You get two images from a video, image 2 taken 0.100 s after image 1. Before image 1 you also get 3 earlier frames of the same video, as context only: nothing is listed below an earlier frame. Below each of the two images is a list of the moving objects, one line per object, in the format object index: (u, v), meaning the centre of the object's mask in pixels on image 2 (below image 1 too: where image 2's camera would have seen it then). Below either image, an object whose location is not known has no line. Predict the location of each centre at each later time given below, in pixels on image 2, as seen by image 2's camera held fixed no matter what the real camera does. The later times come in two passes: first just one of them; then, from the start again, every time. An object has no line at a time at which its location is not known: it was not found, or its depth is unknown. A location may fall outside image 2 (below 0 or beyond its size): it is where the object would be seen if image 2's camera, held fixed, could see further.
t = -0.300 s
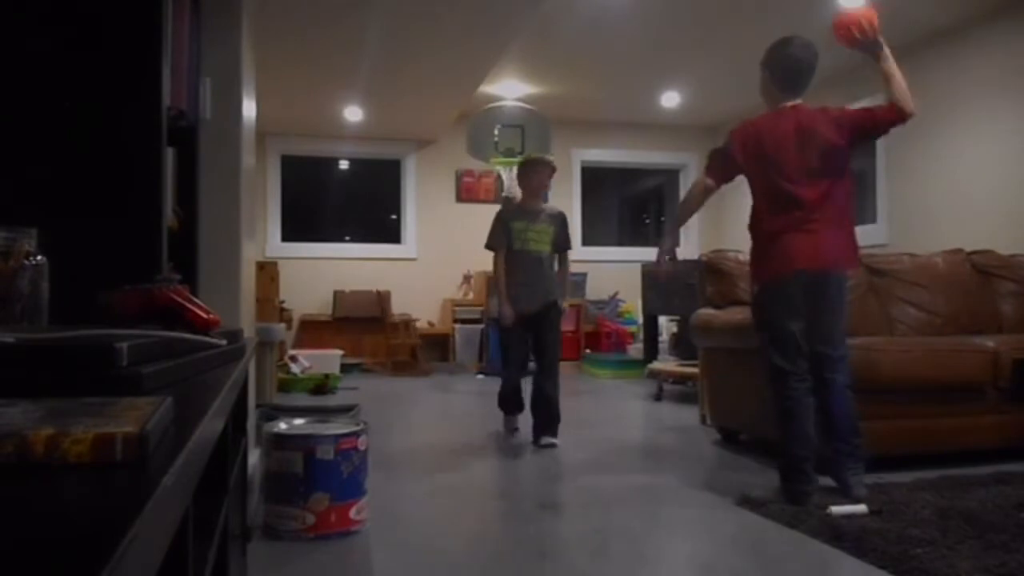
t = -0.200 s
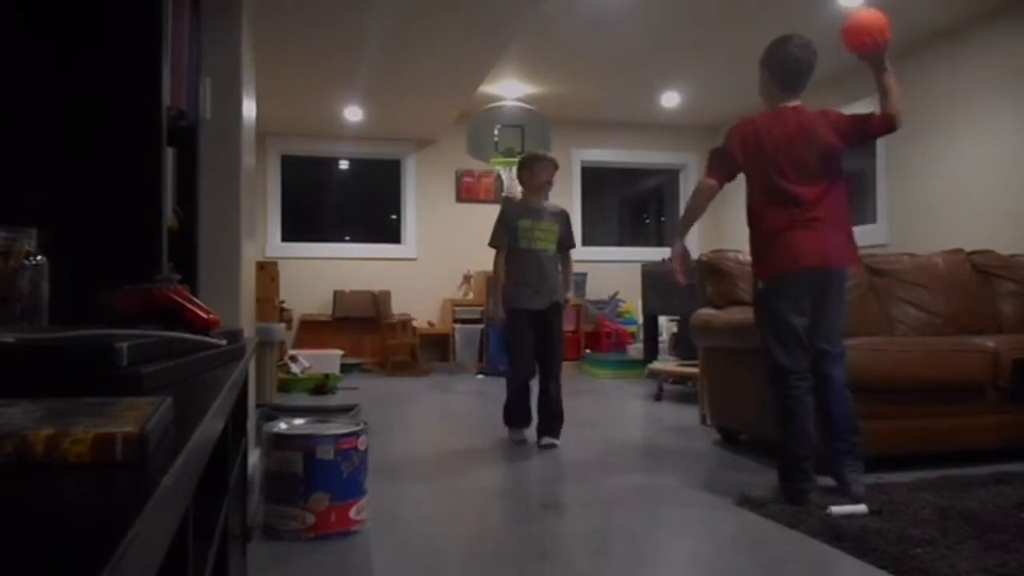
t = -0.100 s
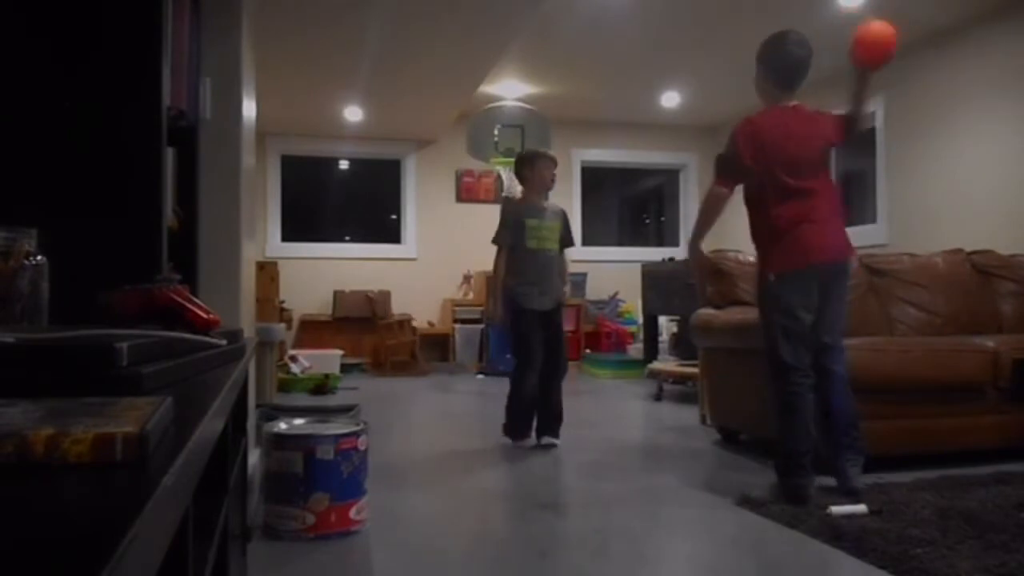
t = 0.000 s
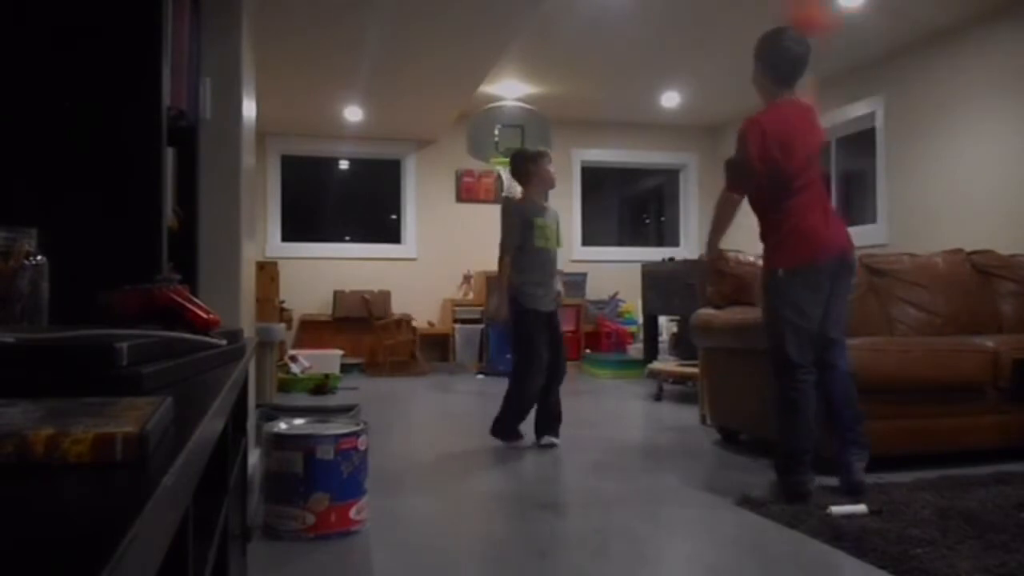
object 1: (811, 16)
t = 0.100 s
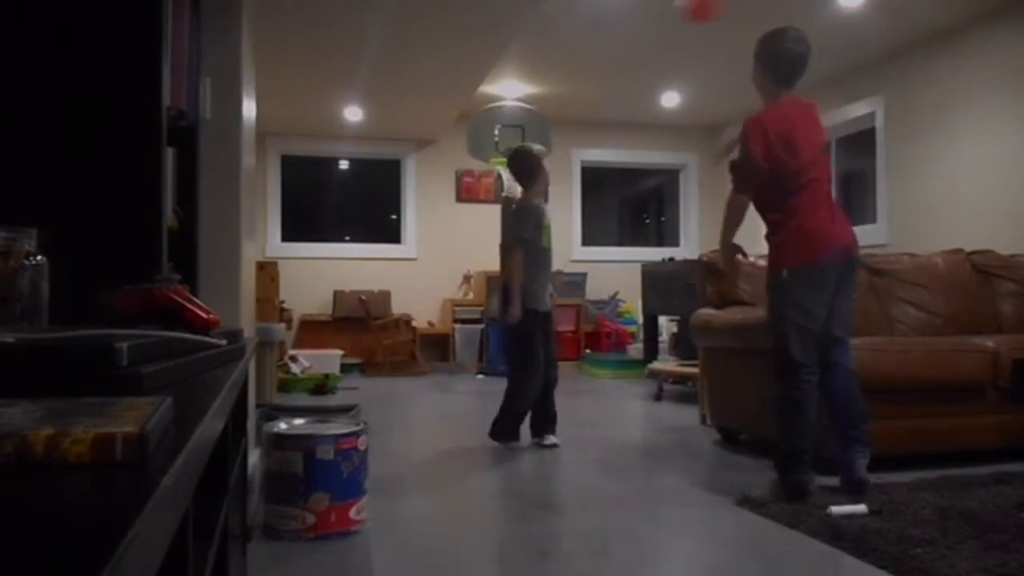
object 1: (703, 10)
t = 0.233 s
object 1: (624, 29)
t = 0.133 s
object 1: (678, 12)
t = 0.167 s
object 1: (658, 13)
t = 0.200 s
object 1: (639, 20)
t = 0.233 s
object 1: (624, 29)
